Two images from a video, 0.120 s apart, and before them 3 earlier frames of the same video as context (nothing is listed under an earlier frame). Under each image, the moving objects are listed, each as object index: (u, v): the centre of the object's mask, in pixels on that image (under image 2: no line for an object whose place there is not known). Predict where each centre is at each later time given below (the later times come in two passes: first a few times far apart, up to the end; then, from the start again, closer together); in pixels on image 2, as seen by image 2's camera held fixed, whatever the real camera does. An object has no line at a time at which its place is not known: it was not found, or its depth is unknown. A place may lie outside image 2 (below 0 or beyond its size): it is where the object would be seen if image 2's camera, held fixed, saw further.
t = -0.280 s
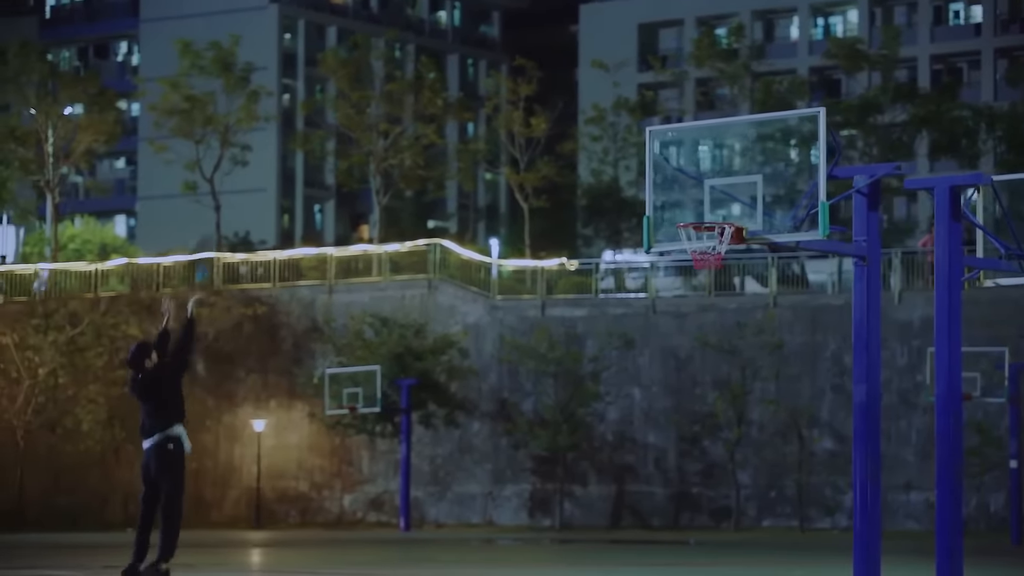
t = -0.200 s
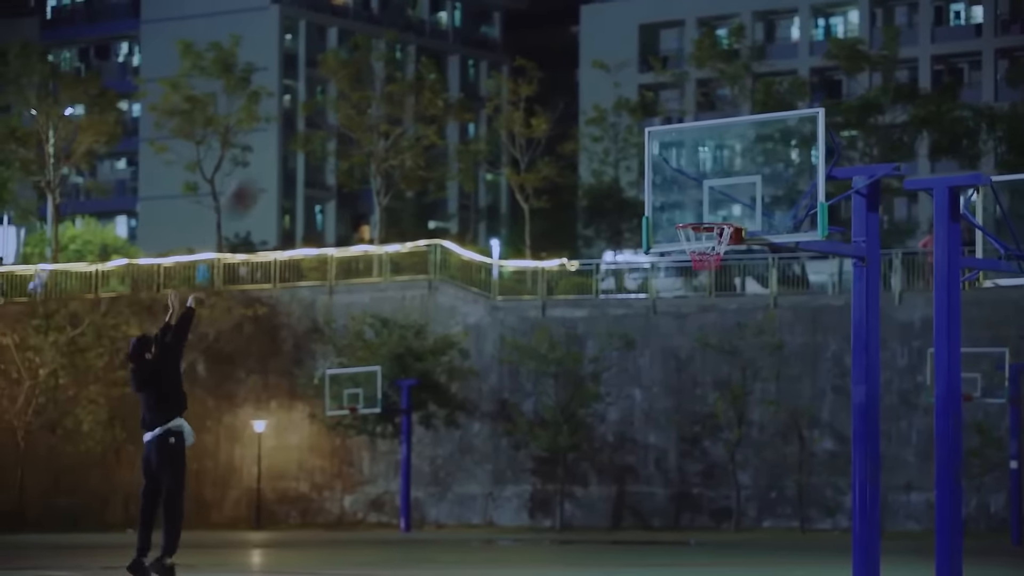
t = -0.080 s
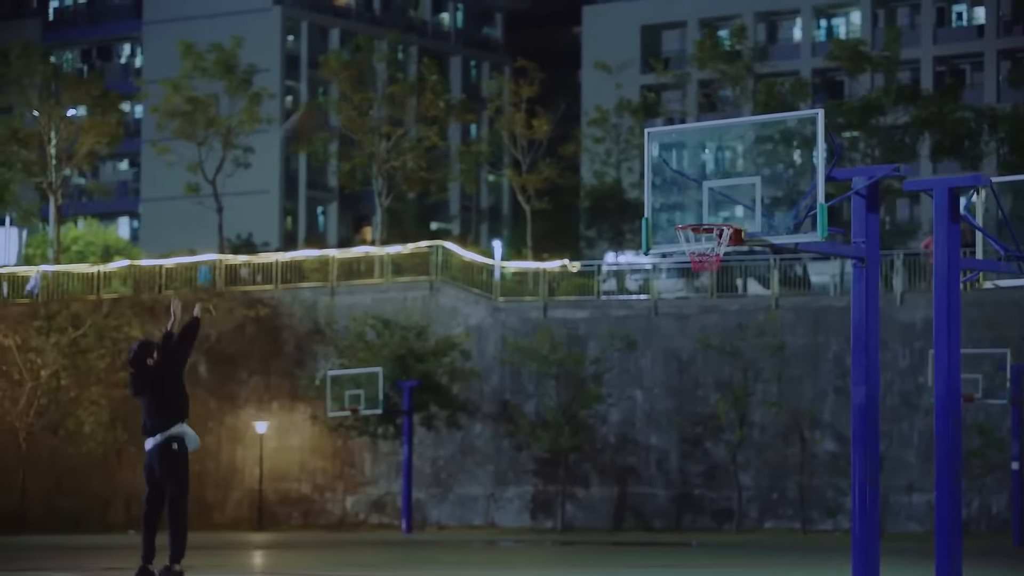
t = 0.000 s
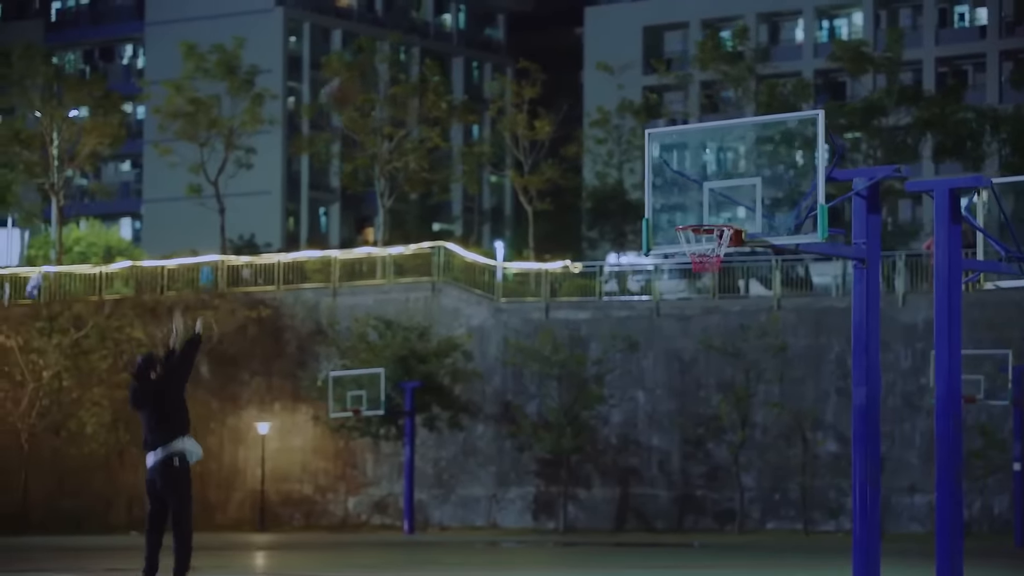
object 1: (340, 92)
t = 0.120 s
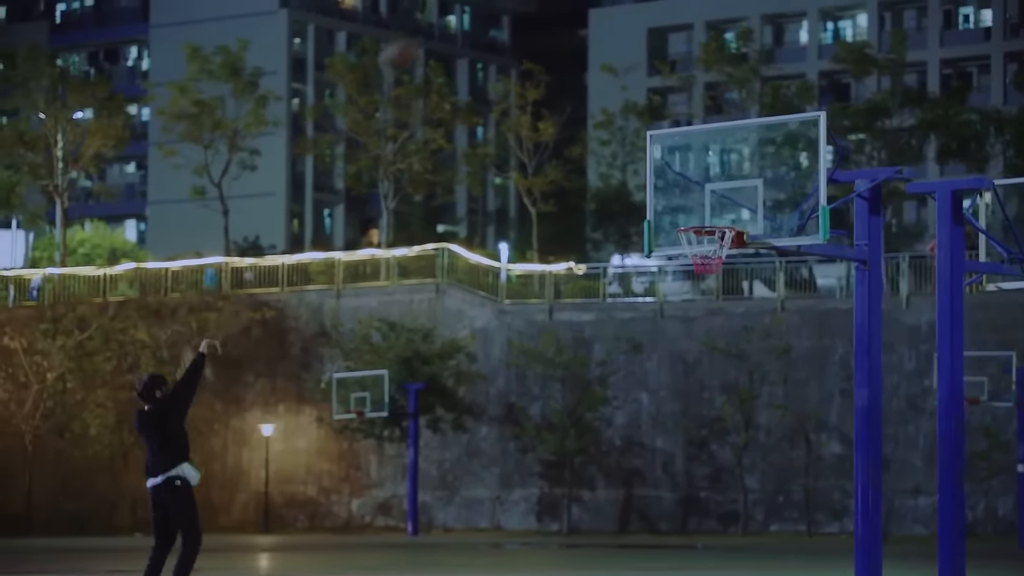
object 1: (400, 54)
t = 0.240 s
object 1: (453, 36)
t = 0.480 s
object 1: (560, 49)
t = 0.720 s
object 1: (667, 125)
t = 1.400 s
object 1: (741, 323)
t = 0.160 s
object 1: (421, 45)
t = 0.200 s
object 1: (439, 39)
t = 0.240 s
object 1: (453, 36)
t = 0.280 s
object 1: (475, 33)
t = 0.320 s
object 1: (491, 32)
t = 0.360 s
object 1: (508, 33)
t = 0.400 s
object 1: (525, 36)
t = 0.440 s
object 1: (542, 42)
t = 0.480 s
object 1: (560, 49)
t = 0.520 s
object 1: (573, 56)
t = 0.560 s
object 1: (591, 68)
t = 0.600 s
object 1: (616, 81)
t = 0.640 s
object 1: (632, 97)
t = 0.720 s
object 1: (667, 125)
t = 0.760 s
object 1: (685, 151)
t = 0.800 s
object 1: (700, 172)
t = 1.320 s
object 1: (739, 284)
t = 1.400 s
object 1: (741, 323)
